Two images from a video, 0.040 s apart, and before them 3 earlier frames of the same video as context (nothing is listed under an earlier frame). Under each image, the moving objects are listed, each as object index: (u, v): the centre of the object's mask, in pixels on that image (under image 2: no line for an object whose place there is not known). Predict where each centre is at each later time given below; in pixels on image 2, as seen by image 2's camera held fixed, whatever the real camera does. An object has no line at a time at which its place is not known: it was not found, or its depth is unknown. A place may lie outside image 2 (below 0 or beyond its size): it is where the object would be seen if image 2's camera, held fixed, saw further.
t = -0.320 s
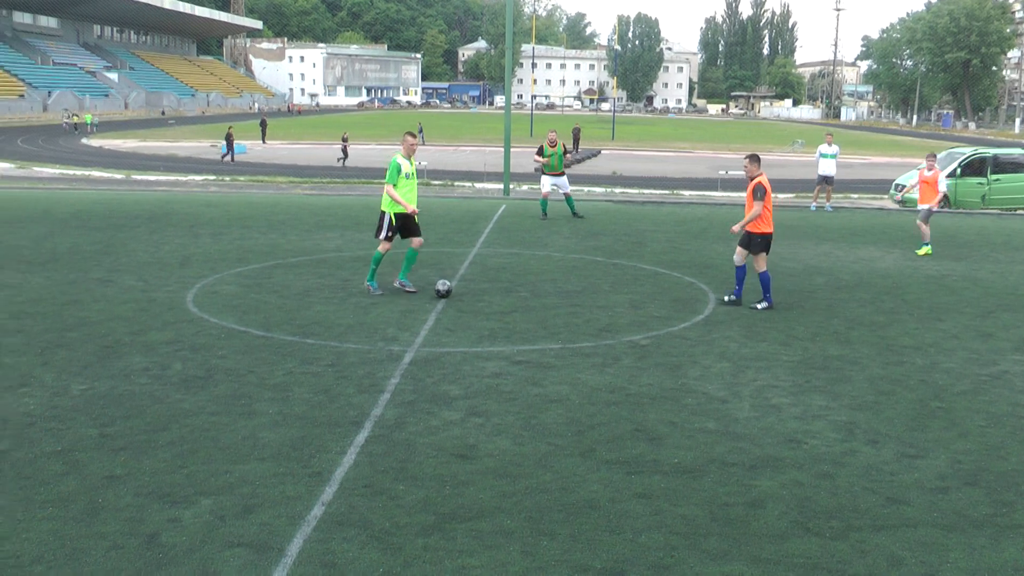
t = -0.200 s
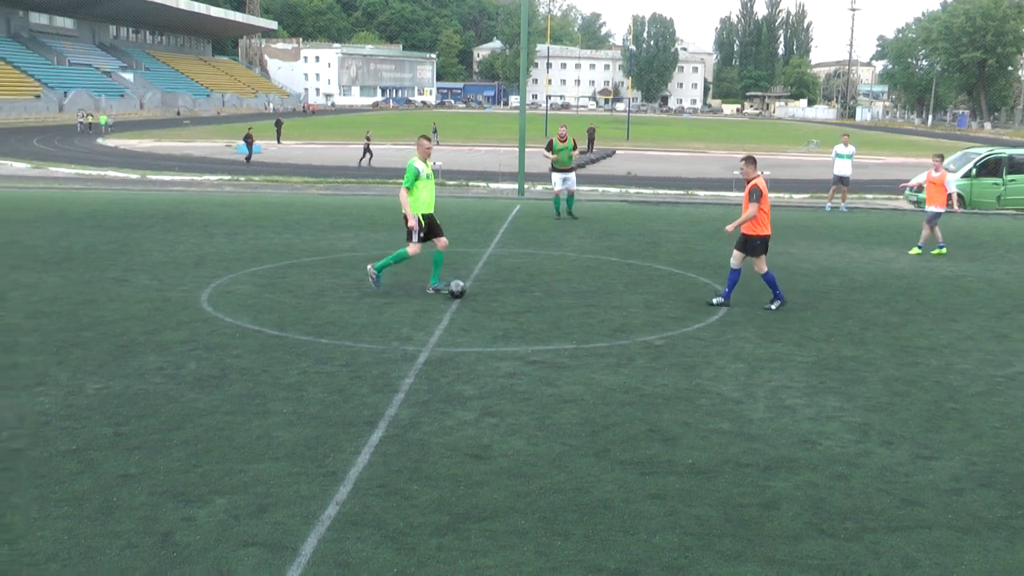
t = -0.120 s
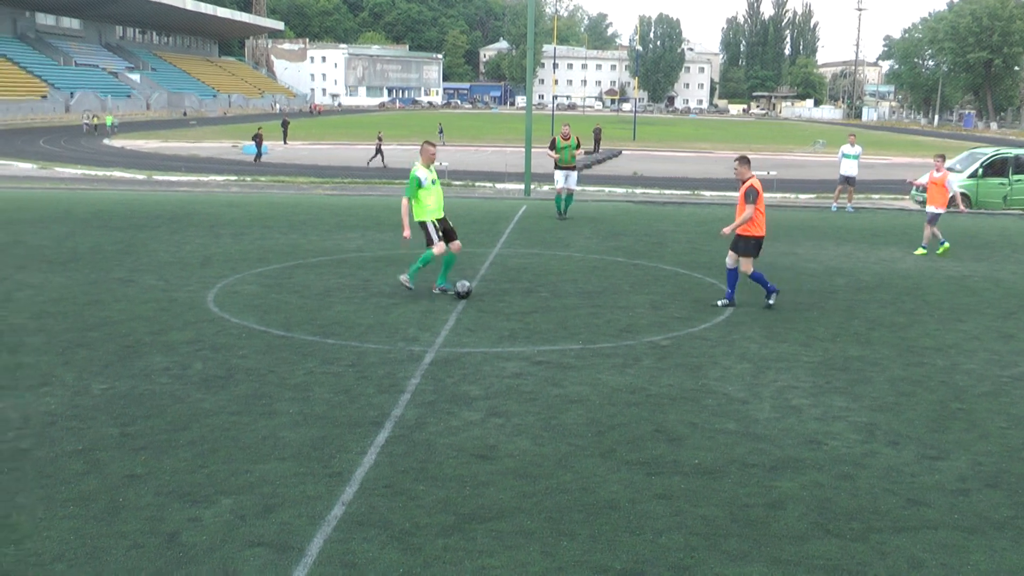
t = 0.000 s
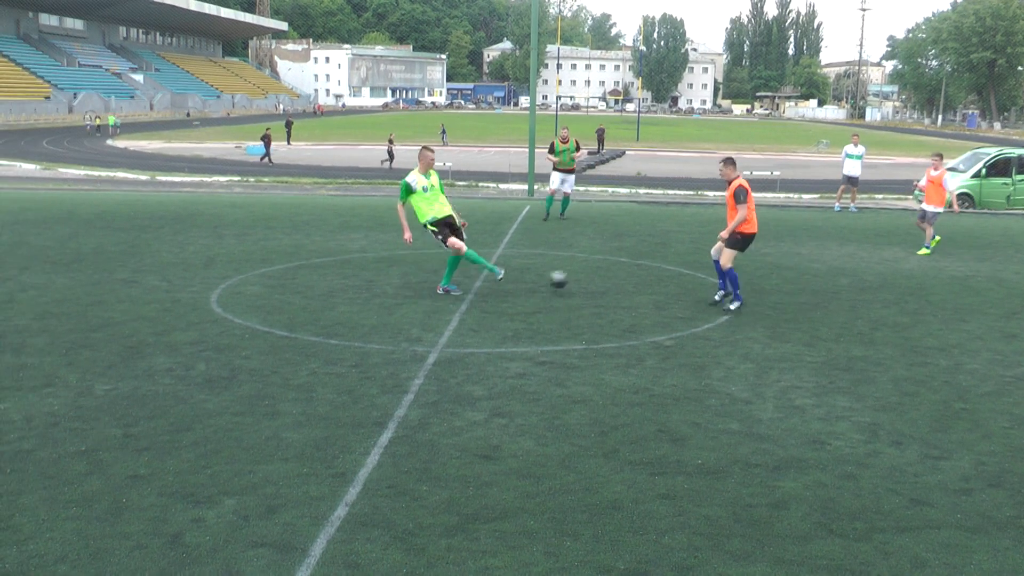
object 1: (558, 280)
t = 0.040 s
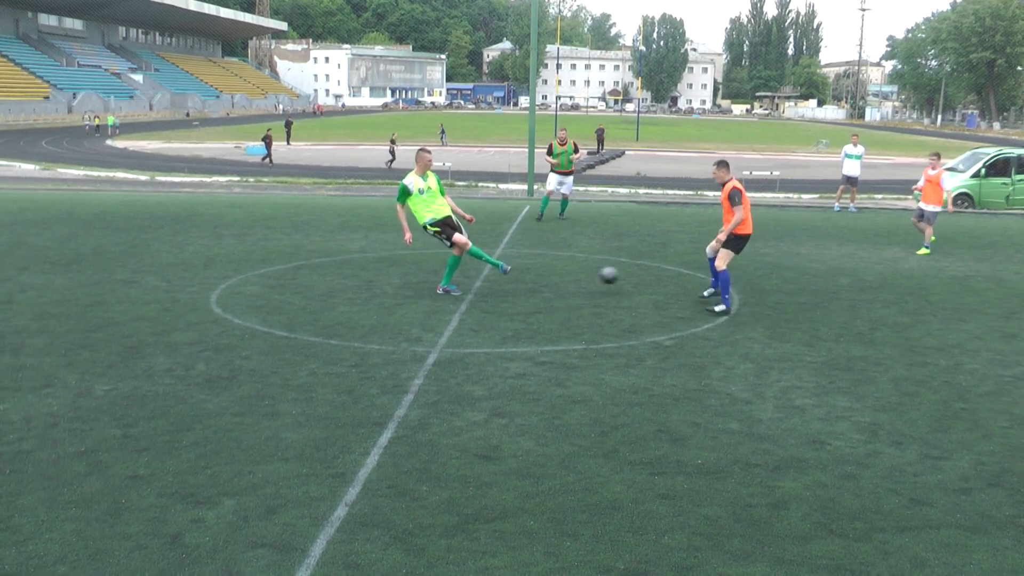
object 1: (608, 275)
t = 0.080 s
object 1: (658, 272)
